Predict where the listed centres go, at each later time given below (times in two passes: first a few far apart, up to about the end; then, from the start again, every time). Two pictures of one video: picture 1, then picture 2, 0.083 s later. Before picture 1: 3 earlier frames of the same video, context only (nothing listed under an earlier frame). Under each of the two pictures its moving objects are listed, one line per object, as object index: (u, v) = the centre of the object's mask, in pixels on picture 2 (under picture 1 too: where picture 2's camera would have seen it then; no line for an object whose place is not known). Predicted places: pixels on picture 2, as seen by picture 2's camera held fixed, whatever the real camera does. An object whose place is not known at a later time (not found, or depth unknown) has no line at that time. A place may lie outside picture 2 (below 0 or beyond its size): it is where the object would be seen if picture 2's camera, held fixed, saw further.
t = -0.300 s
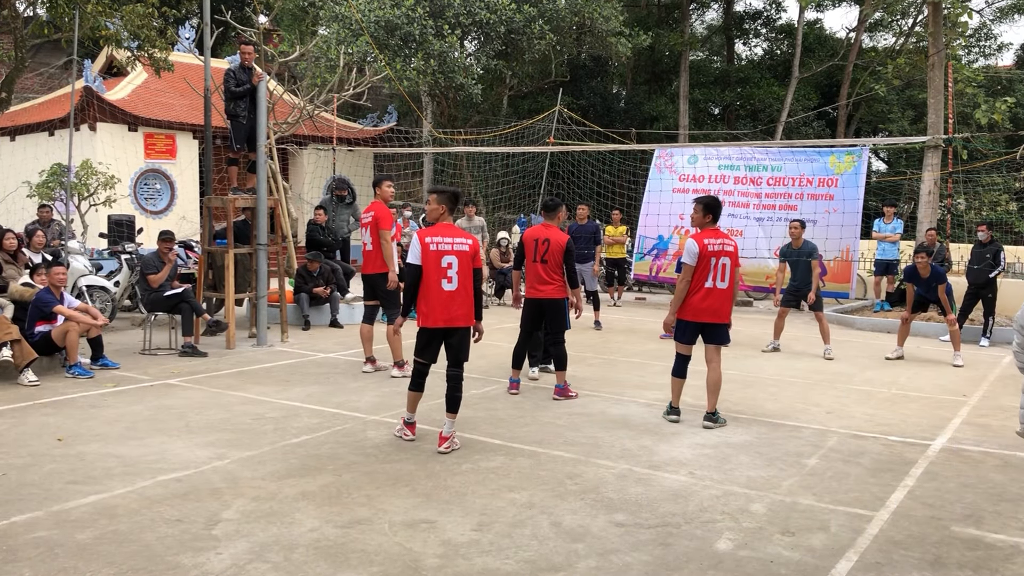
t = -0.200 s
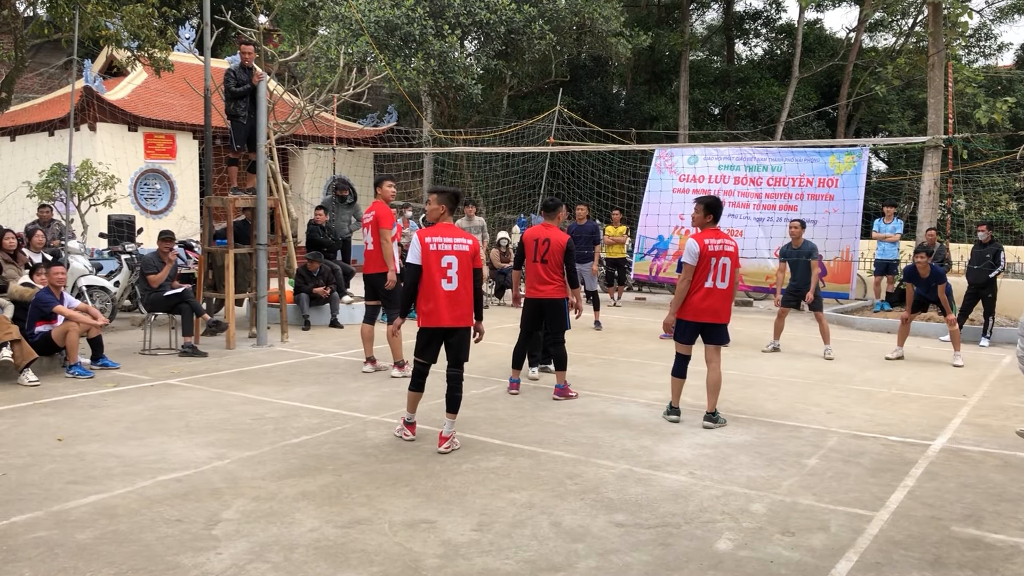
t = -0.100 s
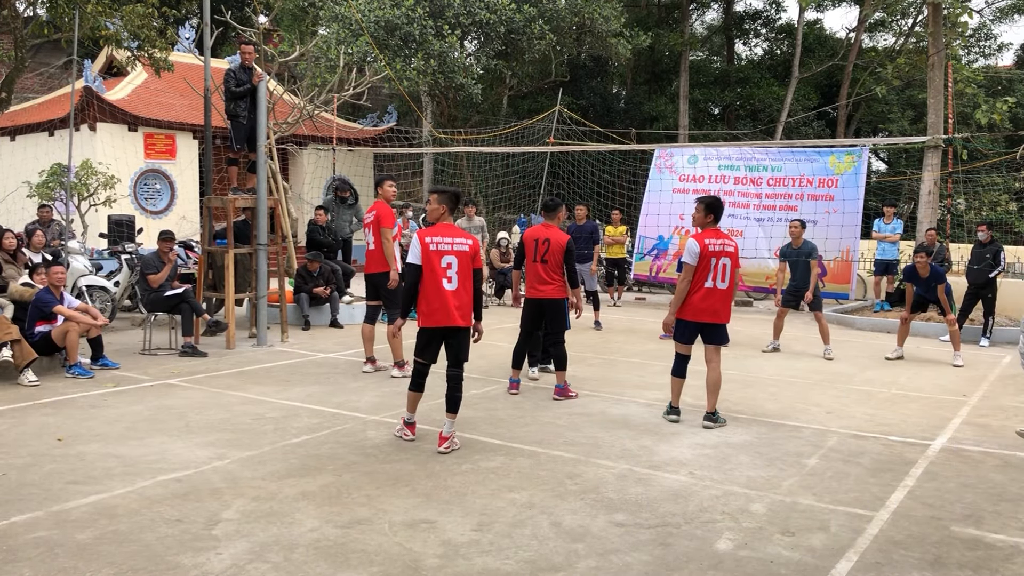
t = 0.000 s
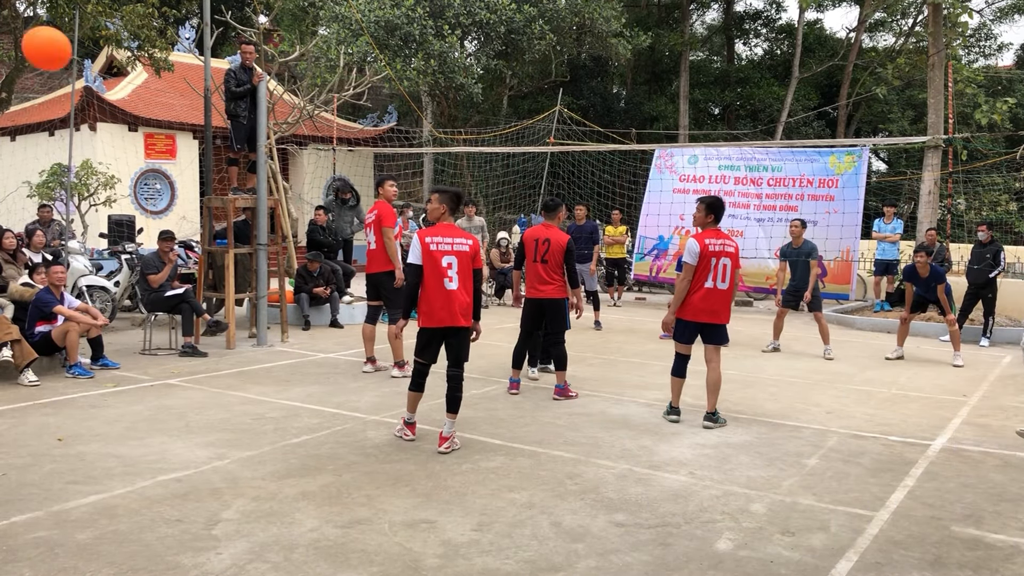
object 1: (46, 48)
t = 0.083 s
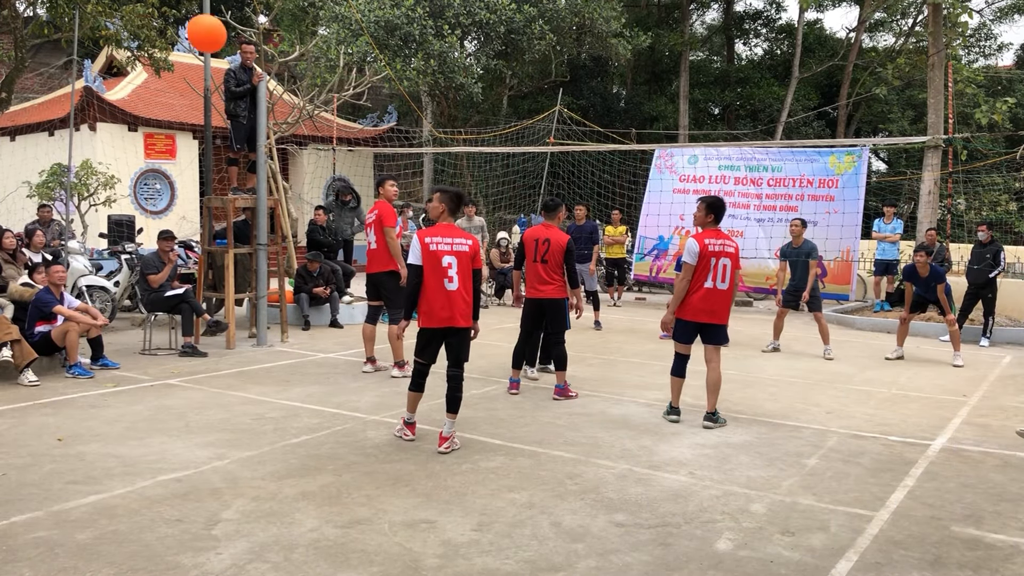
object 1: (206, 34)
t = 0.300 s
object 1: (473, 50)
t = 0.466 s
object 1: (601, 100)
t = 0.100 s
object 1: (233, 32)
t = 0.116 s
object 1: (258, 32)
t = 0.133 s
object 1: (283, 32)
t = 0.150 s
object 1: (306, 32)
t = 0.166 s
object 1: (327, 32)
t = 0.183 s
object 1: (349, 33)
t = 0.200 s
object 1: (369, 35)
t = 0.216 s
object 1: (388, 36)
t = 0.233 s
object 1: (406, 38)
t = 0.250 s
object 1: (424, 41)
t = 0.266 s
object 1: (441, 44)
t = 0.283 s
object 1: (457, 47)
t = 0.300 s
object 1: (473, 50)
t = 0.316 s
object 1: (488, 54)
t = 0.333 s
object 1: (502, 58)
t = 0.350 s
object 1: (516, 63)
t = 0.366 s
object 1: (530, 68)
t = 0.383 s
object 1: (543, 73)
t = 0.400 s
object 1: (555, 78)
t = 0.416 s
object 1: (567, 83)
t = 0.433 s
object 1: (578, 89)
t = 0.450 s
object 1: (590, 94)
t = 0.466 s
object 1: (601, 100)
